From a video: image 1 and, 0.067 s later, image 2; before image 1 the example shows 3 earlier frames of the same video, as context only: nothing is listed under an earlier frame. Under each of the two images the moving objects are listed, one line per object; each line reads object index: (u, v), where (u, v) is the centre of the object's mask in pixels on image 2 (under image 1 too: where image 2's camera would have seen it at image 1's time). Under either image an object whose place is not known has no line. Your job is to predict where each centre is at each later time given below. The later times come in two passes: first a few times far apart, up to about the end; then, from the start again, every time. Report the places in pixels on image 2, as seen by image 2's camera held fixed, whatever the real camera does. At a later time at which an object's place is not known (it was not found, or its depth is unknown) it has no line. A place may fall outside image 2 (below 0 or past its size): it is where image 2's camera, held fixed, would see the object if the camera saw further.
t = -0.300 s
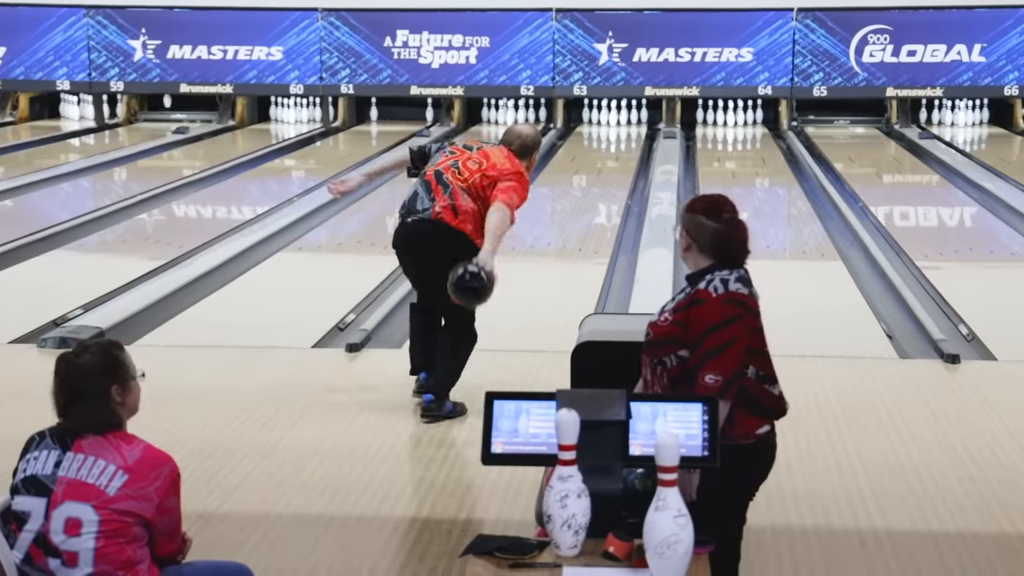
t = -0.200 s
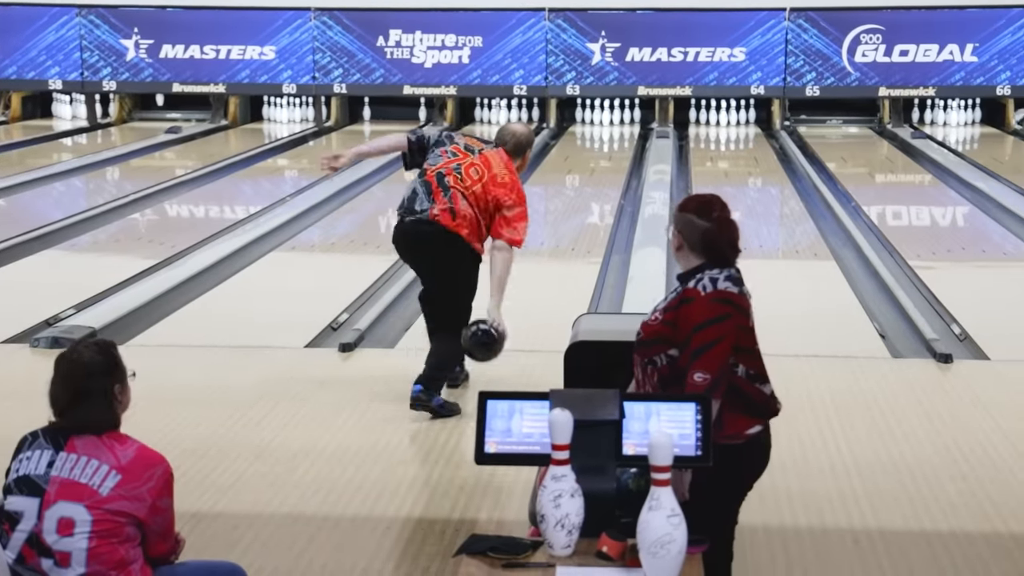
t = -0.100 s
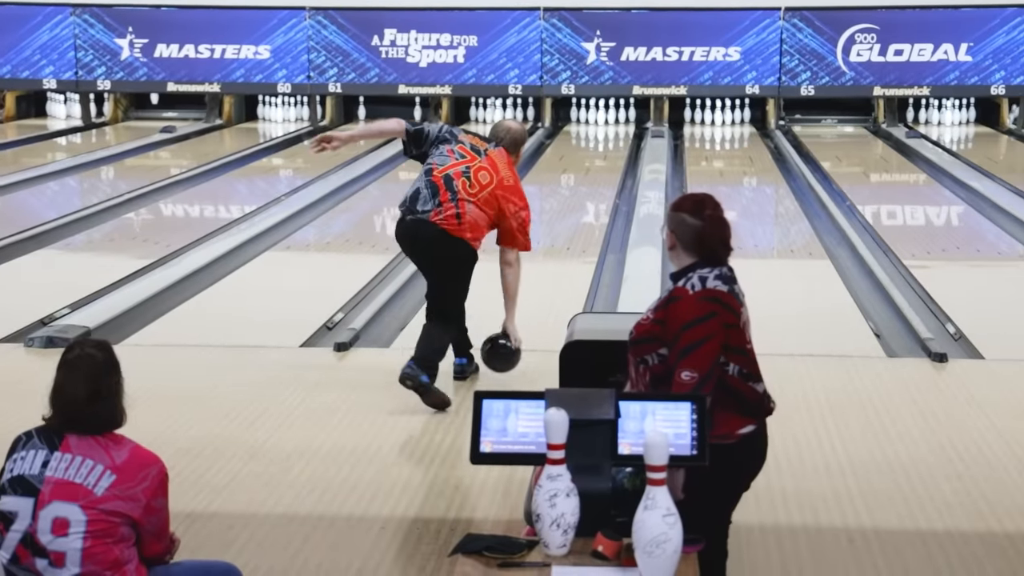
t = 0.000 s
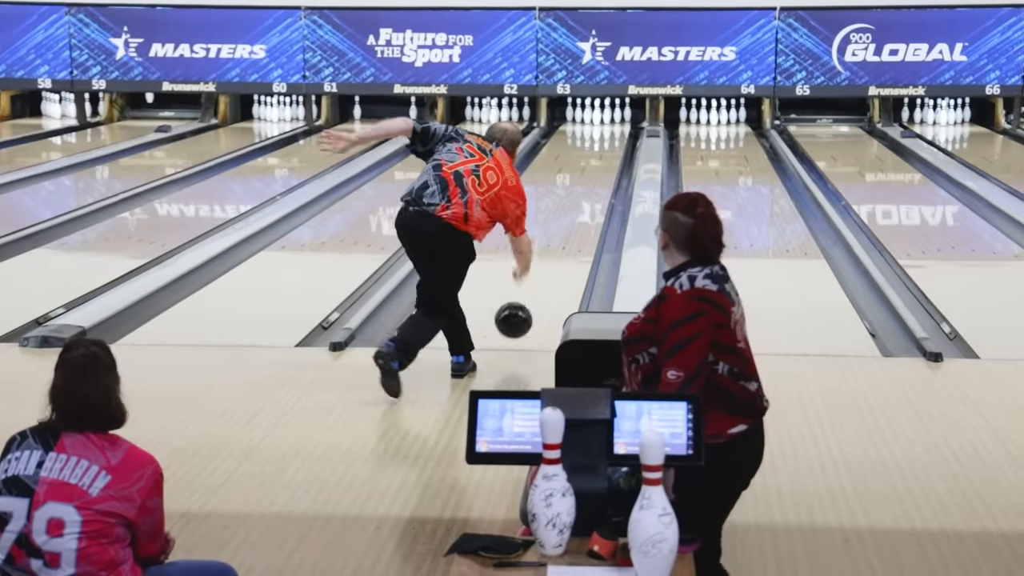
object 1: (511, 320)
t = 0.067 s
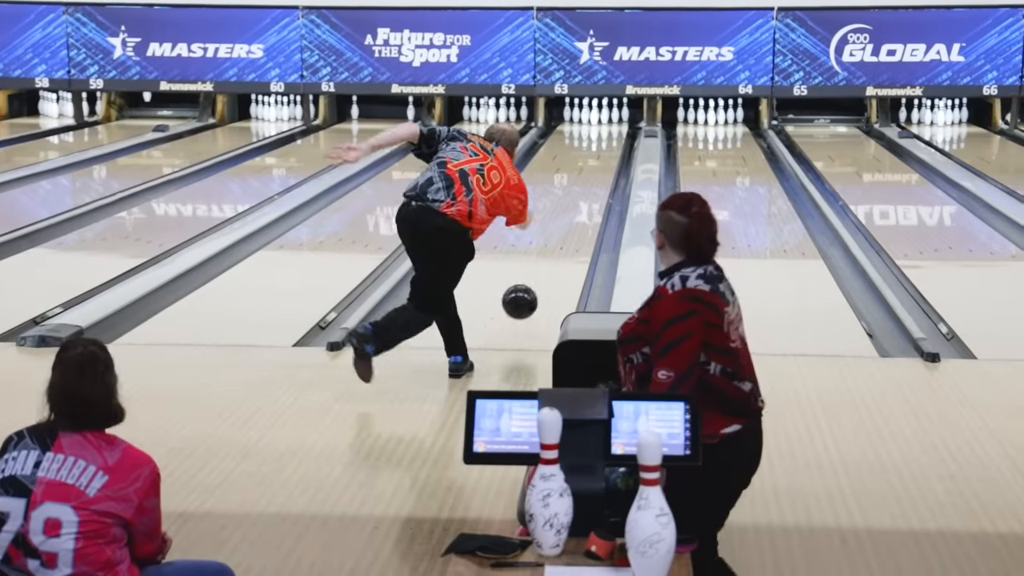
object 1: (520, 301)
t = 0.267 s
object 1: (541, 281)
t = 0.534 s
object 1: (562, 242)
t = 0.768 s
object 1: (575, 215)
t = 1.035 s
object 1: (586, 190)
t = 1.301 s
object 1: (593, 171)
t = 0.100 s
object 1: (524, 295)
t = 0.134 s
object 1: (527, 291)
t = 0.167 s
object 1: (531, 289)
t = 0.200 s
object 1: (535, 289)
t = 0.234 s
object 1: (538, 288)
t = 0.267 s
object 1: (541, 281)
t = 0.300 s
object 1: (544, 276)
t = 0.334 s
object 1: (547, 271)
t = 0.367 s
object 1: (550, 266)
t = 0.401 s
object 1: (552, 261)
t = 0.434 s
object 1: (555, 256)
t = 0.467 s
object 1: (557, 251)
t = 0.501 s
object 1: (559, 247)
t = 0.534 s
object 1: (562, 242)
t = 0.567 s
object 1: (564, 238)
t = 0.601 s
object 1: (566, 234)
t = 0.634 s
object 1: (568, 230)
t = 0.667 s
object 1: (570, 226)
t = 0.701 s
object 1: (572, 222)
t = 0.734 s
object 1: (574, 218)
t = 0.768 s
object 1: (575, 215)
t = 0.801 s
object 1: (577, 211)
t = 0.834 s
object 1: (579, 208)
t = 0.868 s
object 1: (580, 205)
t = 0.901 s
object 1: (581, 201)
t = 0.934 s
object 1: (583, 198)
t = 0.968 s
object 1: (584, 196)
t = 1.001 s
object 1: (585, 193)
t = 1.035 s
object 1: (586, 190)
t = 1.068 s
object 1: (587, 187)
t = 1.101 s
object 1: (588, 184)
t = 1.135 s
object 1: (589, 182)
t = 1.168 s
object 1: (590, 180)
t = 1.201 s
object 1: (591, 177)
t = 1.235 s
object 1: (592, 175)
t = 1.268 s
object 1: (592, 173)
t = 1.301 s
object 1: (593, 171)
